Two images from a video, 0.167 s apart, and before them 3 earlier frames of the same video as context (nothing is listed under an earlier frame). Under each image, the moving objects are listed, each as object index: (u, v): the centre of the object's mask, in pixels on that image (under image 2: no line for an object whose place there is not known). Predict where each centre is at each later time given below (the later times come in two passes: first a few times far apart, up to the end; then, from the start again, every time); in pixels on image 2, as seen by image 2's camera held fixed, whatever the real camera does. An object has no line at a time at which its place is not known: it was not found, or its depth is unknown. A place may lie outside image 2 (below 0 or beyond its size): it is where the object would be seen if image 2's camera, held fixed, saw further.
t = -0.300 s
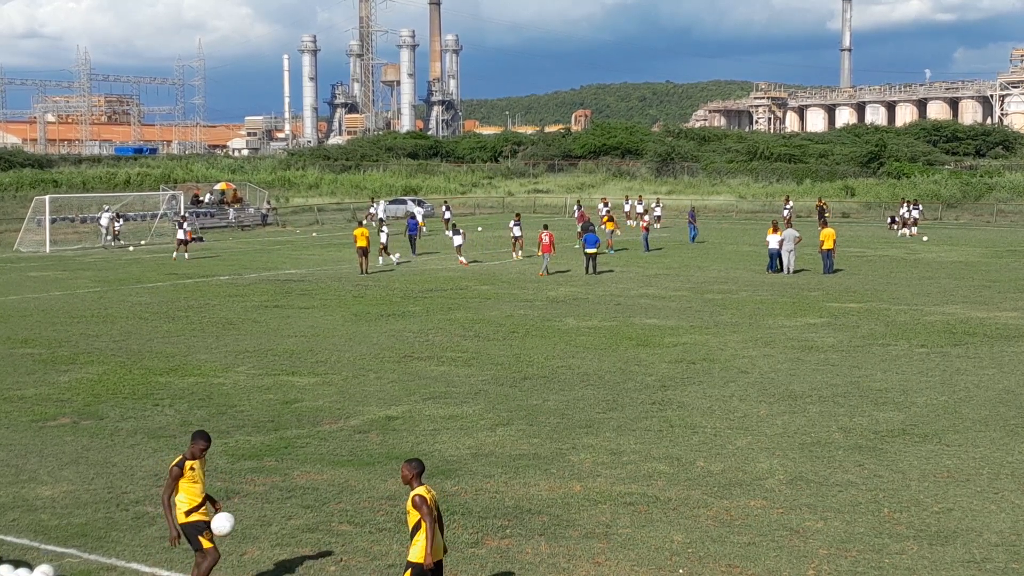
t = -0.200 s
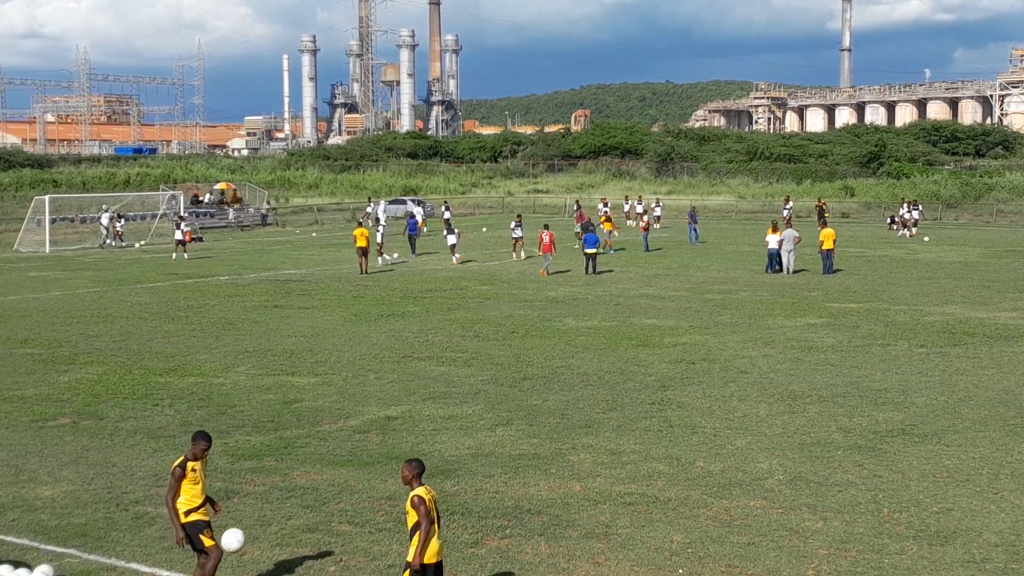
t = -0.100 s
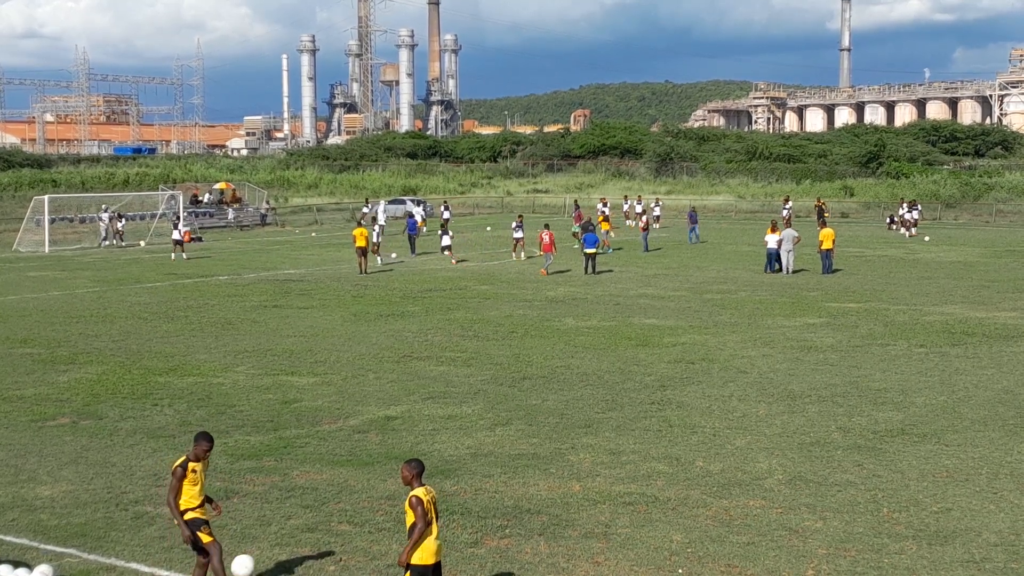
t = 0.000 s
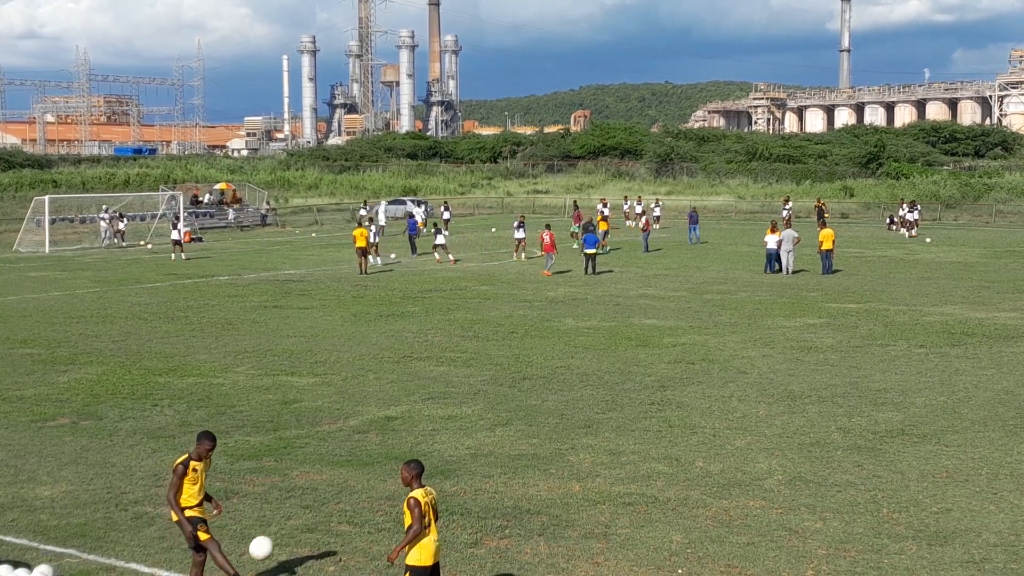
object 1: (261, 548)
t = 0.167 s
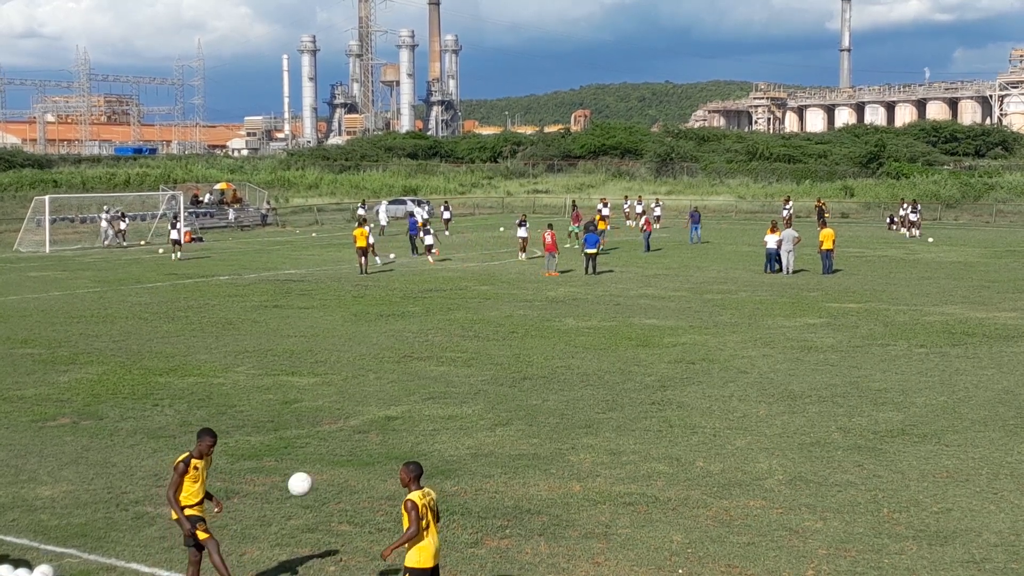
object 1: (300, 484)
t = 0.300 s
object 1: (330, 455)
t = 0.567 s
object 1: (390, 453)
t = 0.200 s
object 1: (307, 475)
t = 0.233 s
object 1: (315, 467)
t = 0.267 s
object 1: (322, 460)
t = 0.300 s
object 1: (330, 455)
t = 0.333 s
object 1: (338, 450)
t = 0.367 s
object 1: (345, 447)
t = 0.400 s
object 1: (352, 445)
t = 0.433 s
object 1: (361, 444)
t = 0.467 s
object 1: (367, 444)
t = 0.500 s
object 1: (375, 446)
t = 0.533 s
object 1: (383, 449)
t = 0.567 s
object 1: (390, 453)
